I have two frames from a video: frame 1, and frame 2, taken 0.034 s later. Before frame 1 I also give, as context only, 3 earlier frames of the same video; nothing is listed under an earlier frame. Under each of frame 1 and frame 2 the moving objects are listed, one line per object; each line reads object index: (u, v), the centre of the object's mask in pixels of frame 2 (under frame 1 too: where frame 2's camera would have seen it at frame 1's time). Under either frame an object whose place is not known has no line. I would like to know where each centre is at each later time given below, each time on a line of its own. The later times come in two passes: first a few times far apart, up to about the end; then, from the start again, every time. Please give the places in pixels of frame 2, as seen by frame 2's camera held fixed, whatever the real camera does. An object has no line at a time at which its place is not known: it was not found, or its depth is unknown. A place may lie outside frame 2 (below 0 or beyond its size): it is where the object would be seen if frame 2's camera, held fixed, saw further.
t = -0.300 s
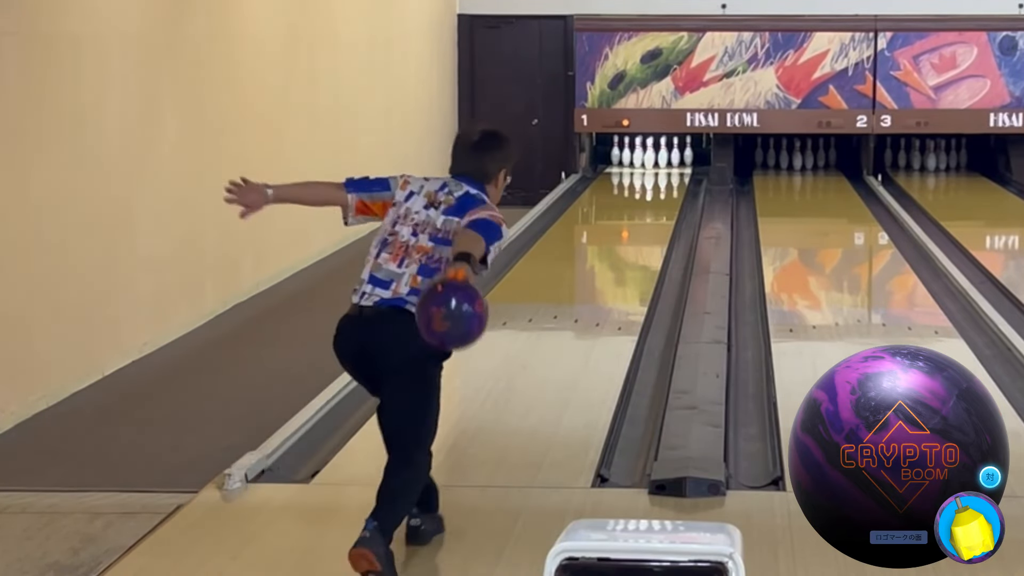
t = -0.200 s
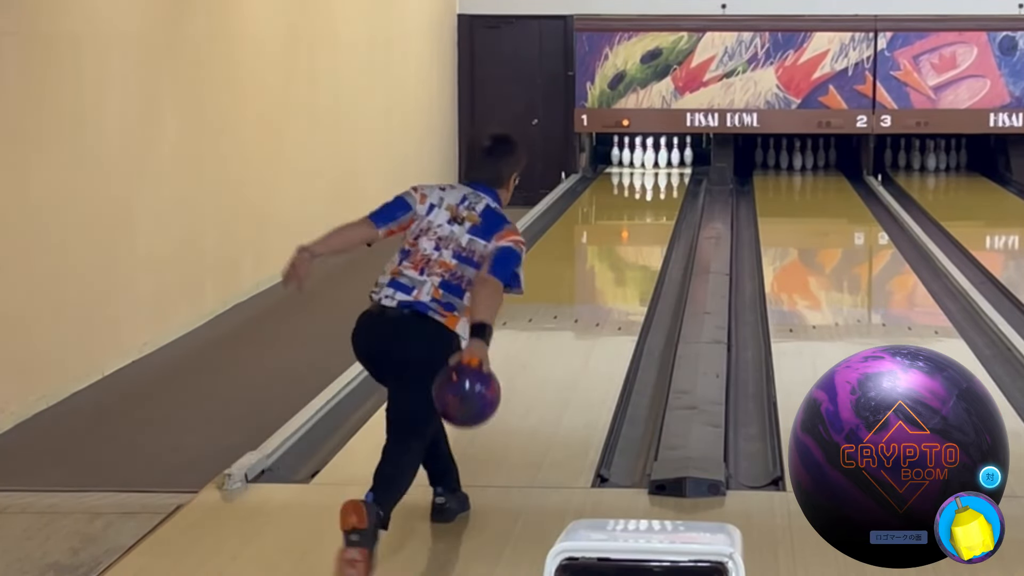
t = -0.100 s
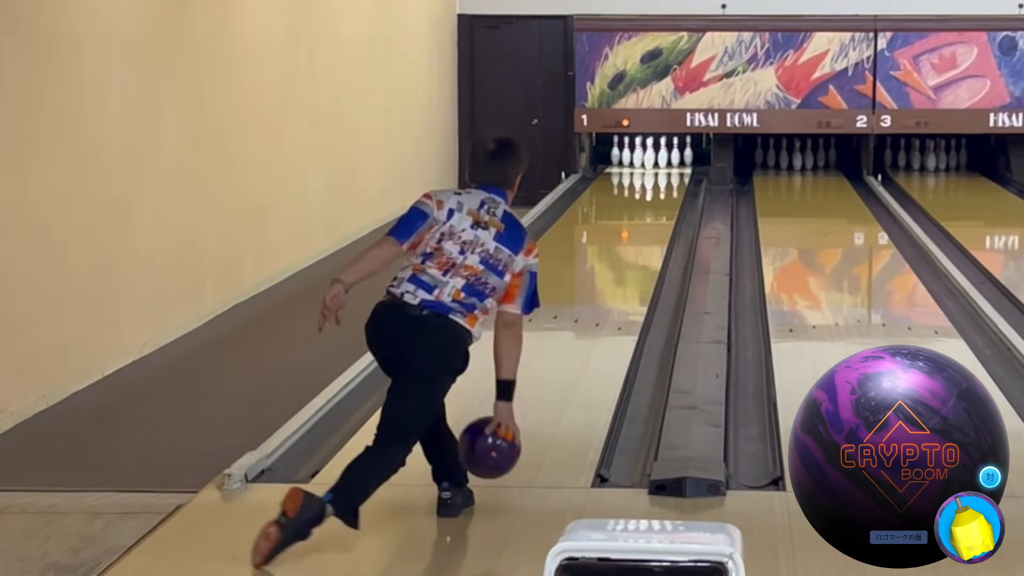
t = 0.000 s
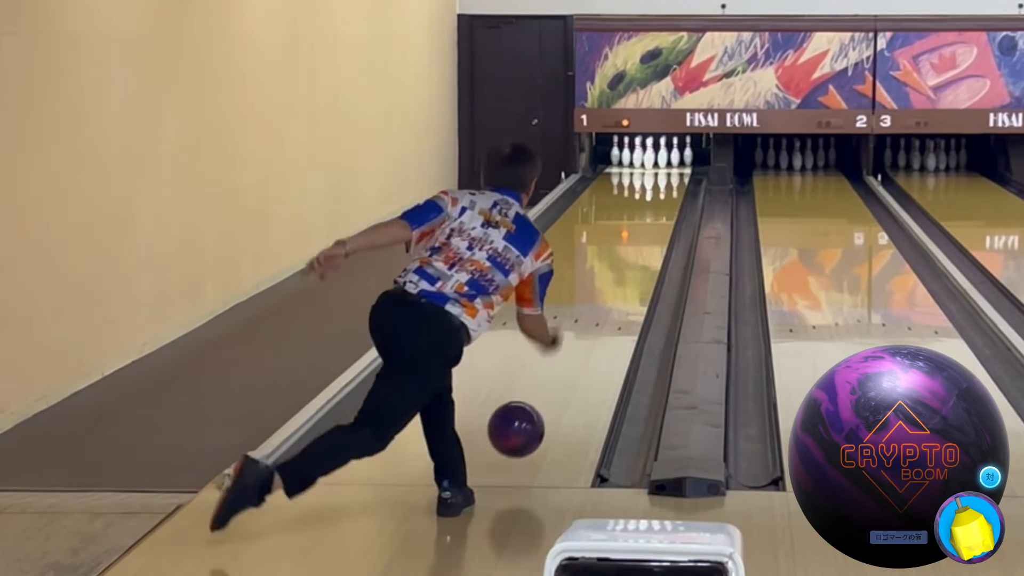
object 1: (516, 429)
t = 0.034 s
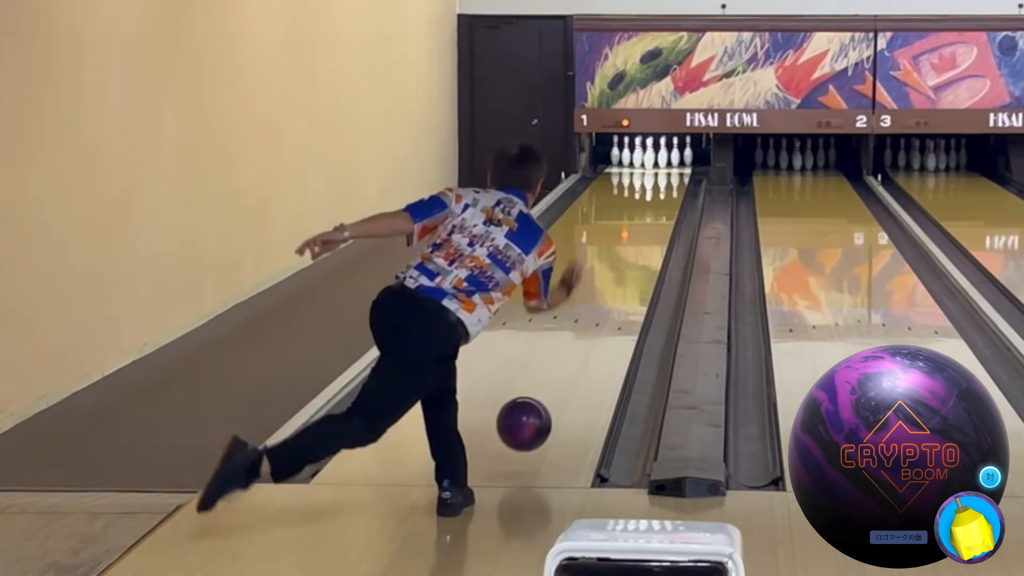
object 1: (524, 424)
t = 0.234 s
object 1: (563, 380)
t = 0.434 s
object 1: (591, 335)
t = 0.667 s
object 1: (615, 296)
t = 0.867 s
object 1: (630, 270)
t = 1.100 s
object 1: (643, 247)
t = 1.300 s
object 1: (651, 230)
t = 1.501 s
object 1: (659, 213)
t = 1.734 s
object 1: (665, 198)
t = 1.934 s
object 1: (668, 187)
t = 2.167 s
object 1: (668, 178)
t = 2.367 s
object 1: (664, 171)
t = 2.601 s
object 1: (657, 164)
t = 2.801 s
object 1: (655, 159)
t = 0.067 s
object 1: (531, 422)
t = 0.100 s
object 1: (539, 419)
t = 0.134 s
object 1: (545, 407)
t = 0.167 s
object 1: (552, 397)
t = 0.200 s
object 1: (557, 389)
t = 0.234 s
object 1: (563, 380)
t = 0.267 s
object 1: (568, 372)
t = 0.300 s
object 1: (573, 364)
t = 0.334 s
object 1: (578, 356)
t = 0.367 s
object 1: (583, 349)
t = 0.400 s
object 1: (587, 342)
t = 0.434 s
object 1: (591, 335)
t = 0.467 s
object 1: (595, 329)
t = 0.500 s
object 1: (599, 323)
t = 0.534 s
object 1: (602, 317)
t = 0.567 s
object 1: (605, 311)
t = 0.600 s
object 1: (609, 306)
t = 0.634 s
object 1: (610, 304)
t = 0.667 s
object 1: (615, 296)
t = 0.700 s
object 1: (616, 294)
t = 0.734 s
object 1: (619, 289)
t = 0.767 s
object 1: (623, 283)
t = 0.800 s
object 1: (624, 281)
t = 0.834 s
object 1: (626, 276)
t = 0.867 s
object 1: (630, 270)
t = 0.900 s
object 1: (631, 268)
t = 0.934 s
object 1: (633, 264)
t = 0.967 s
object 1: (636, 259)
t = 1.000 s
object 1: (637, 257)
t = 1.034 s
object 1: (639, 254)
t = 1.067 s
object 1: (642, 248)
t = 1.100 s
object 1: (643, 247)
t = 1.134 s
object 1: (644, 244)
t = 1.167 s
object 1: (647, 239)
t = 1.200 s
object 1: (647, 238)
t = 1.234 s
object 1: (649, 235)
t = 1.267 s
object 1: (650, 231)
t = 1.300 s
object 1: (651, 230)
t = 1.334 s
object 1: (653, 227)
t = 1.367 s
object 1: (655, 223)
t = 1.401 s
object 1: (656, 220)
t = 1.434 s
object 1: (657, 216)
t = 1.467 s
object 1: (658, 215)
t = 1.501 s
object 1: (659, 213)
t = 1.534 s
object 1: (660, 210)
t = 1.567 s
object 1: (661, 209)
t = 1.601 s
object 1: (662, 207)
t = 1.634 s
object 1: (663, 204)
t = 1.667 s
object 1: (663, 203)
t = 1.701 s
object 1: (664, 201)
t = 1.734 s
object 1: (665, 198)
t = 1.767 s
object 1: (666, 197)
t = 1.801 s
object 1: (666, 195)
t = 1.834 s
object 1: (667, 192)
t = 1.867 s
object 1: (667, 191)
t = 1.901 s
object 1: (668, 190)
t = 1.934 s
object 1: (668, 187)
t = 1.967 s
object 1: (668, 187)
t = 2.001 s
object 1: (668, 185)
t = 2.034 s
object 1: (668, 183)
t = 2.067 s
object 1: (668, 182)
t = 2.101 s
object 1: (668, 181)
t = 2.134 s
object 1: (668, 179)
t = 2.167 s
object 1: (668, 178)
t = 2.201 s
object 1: (668, 177)
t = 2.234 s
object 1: (666, 175)
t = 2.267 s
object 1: (666, 174)
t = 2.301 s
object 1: (665, 173)
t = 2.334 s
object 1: (665, 172)
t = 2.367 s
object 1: (664, 171)
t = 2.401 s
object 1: (663, 170)
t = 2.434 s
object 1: (662, 169)
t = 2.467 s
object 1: (662, 168)
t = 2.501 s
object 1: (660, 167)
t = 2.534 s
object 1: (659, 166)
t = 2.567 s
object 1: (658, 165)
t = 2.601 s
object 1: (657, 164)
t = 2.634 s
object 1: (656, 163)
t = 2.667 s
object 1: (655, 162)
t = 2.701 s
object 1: (655, 162)
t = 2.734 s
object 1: (656, 161)
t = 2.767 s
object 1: (655, 160)
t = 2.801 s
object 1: (655, 159)
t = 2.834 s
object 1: (654, 159)
